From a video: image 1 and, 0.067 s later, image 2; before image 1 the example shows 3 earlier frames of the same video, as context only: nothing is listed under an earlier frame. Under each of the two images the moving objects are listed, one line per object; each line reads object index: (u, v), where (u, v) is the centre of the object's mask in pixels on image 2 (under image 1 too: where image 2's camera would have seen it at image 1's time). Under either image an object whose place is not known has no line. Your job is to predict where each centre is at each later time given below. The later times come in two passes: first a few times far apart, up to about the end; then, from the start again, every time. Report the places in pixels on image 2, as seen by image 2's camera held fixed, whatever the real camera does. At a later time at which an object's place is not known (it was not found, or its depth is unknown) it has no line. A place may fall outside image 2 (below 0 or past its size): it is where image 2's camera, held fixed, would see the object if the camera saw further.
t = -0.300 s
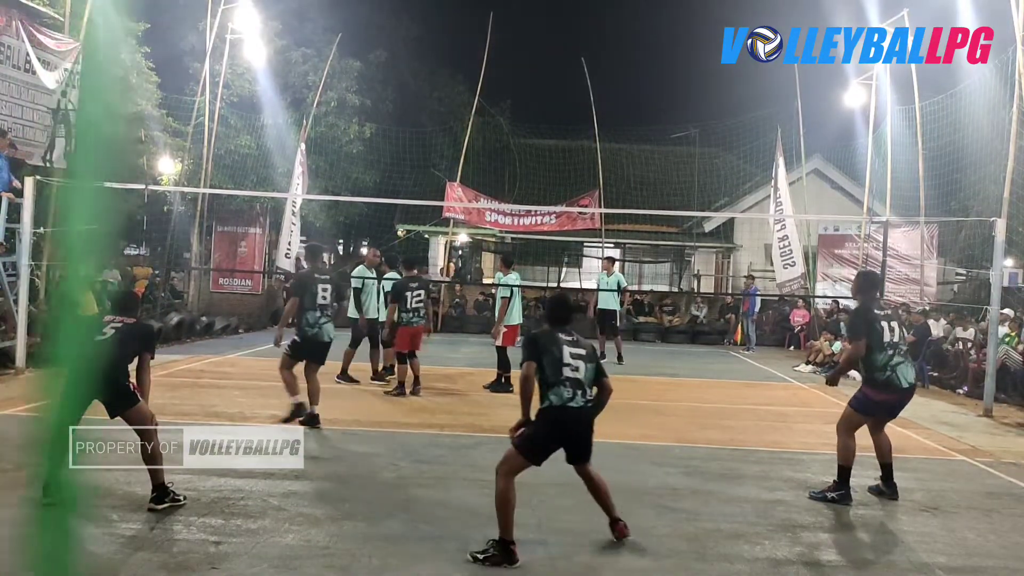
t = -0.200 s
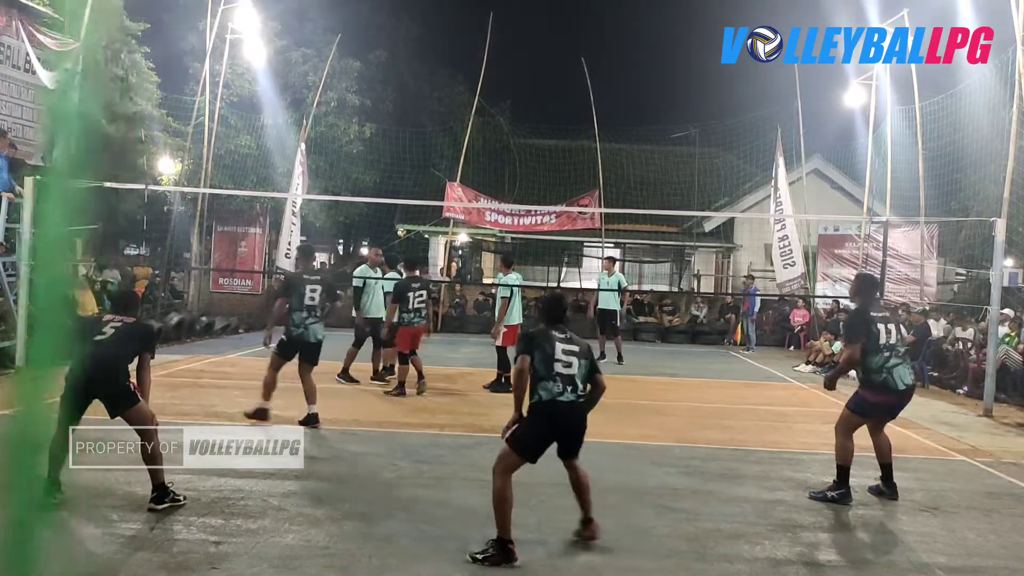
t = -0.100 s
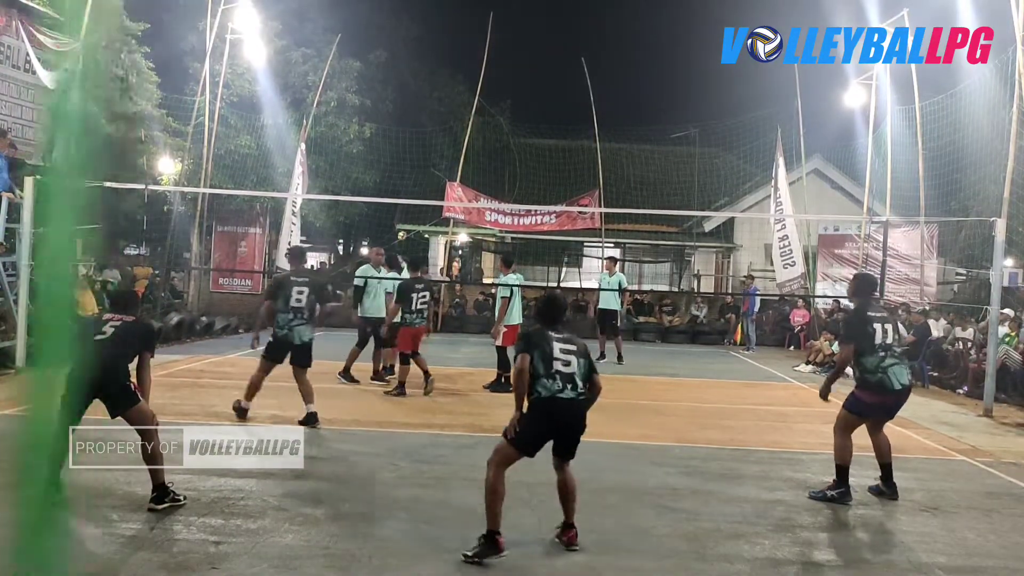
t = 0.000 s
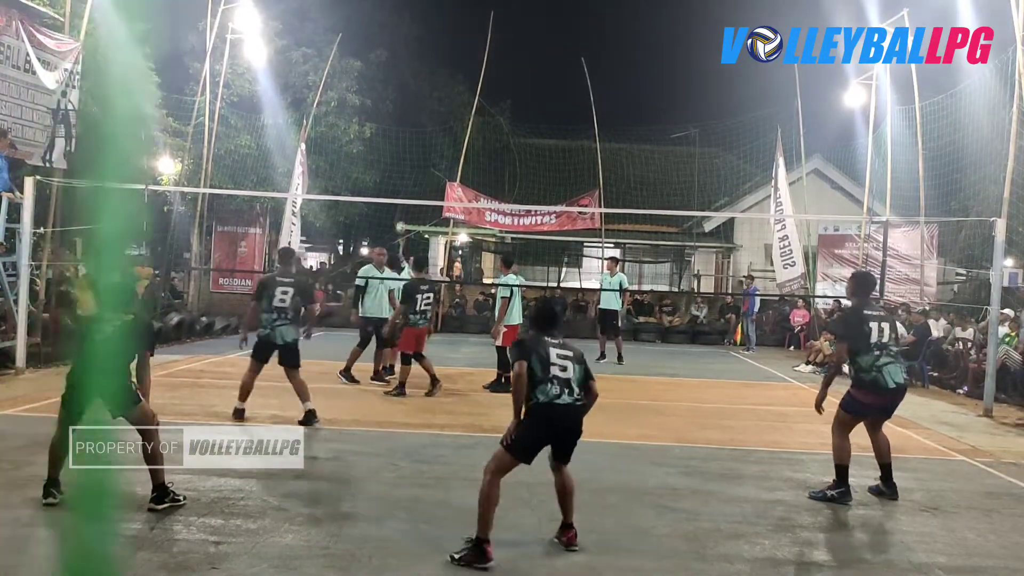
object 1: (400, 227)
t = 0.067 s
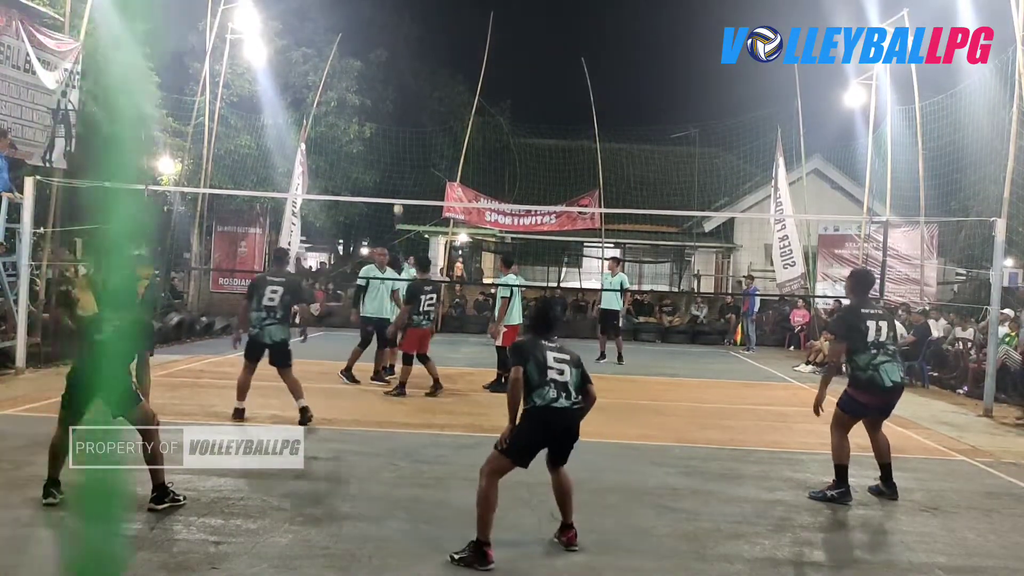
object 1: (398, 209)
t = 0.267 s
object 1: (388, 157)
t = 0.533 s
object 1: (374, 99)
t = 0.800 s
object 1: (365, 65)
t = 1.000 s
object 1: (357, 68)
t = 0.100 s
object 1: (396, 200)
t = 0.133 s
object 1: (395, 191)
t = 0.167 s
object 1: (394, 182)
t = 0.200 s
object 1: (392, 174)
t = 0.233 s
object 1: (390, 166)
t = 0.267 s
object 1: (388, 157)
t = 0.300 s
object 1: (387, 149)
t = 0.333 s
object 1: (385, 141)
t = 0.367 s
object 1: (383, 134)
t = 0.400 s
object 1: (381, 126)
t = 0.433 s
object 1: (379, 118)
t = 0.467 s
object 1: (378, 111)
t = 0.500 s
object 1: (376, 105)
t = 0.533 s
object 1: (374, 99)
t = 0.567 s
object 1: (373, 93)
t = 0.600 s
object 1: (372, 87)
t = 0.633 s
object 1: (370, 82)
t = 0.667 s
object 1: (369, 77)
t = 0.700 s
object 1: (368, 74)
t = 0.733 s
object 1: (367, 70)
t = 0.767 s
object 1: (366, 67)
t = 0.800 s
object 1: (365, 65)
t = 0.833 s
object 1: (364, 63)
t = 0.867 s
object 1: (363, 62)
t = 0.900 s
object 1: (362, 62)
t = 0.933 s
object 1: (361, 63)
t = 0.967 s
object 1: (359, 65)
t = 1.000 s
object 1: (357, 68)
